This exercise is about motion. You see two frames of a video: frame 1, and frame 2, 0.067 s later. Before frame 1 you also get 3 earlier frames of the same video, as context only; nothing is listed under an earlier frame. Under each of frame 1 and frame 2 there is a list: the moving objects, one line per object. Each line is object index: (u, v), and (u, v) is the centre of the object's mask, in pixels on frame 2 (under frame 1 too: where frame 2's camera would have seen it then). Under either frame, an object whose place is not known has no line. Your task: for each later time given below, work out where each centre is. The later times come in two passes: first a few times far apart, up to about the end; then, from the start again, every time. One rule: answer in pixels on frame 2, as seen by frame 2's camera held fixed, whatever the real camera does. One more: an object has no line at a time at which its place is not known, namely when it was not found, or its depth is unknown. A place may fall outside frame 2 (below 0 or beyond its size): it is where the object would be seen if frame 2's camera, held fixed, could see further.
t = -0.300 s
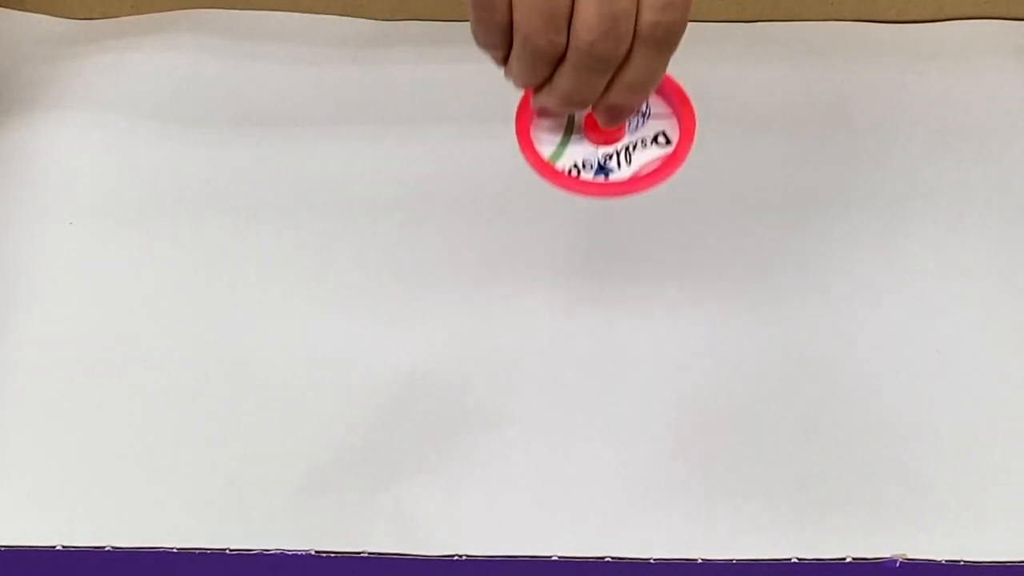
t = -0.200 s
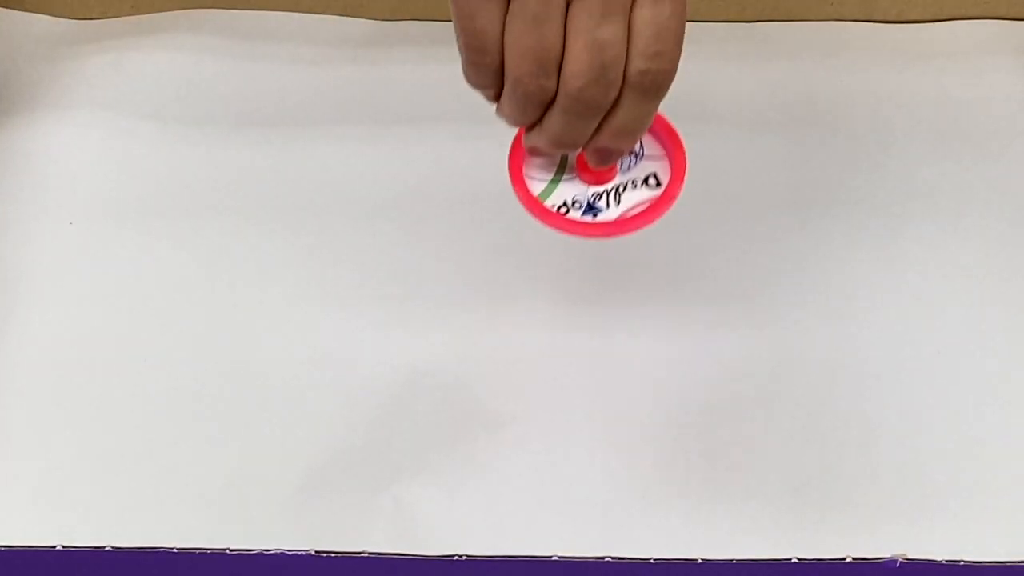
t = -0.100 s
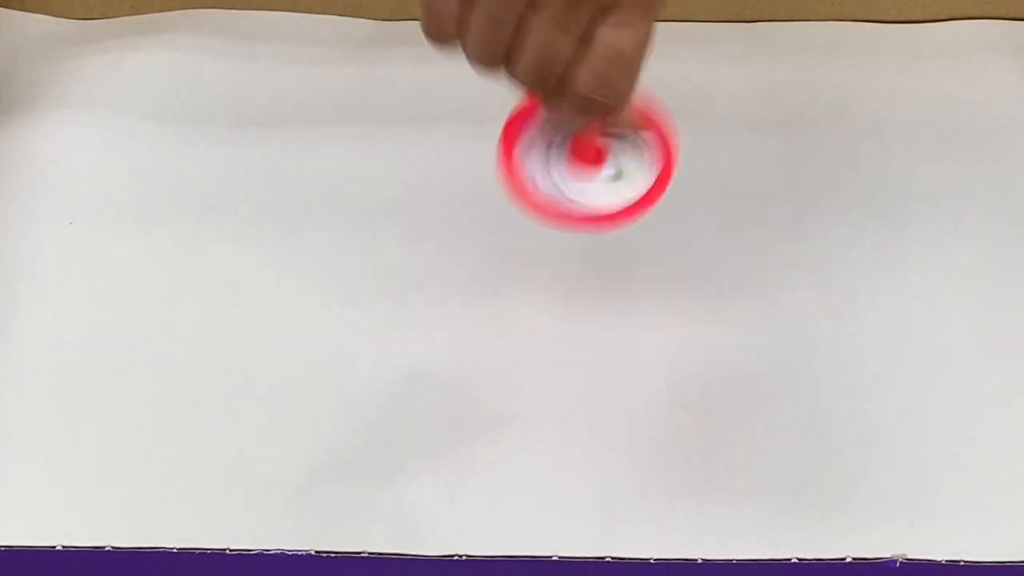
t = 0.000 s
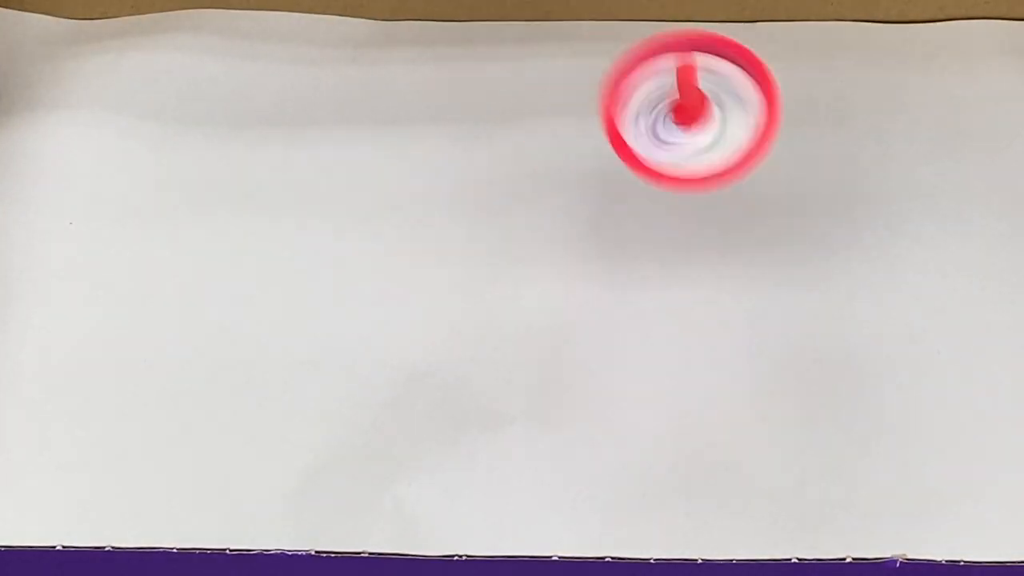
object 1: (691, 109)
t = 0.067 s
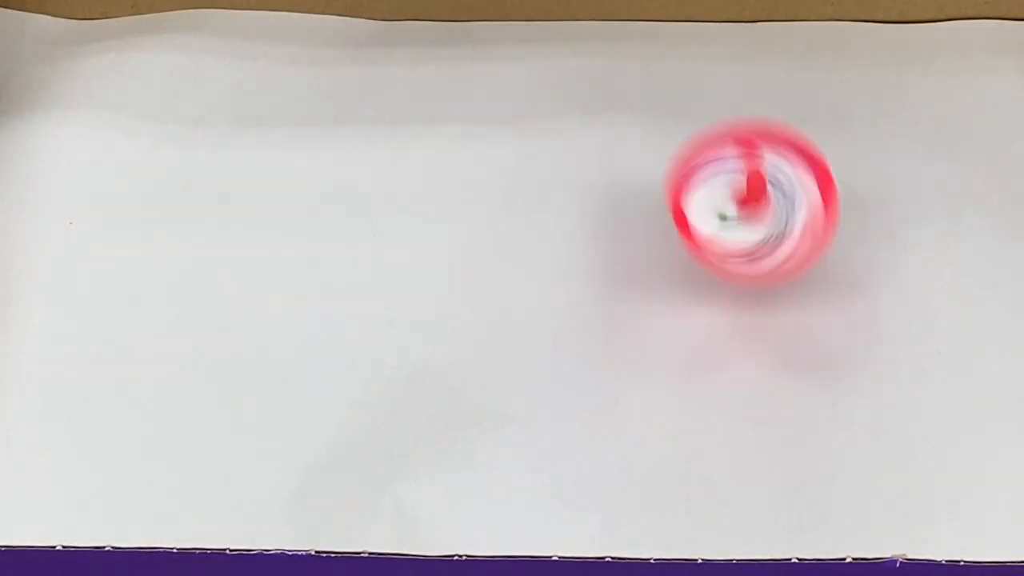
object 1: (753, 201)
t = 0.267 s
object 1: (740, 330)
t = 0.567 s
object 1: (734, 355)
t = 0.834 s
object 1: (731, 353)
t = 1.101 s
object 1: (724, 353)
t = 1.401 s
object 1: (718, 346)
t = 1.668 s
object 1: (727, 351)
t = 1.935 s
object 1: (733, 352)
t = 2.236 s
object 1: (718, 353)
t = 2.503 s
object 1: (716, 345)
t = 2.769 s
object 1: (729, 351)
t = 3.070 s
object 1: (729, 357)
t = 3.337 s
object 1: (710, 354)
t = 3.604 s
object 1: (717, 346)
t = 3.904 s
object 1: (734, 354)
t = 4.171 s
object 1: (717, 360)
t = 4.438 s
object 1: (703, 345)
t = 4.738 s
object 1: (727, 347)
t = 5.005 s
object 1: (724, 360)
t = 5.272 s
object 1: (698, 349)
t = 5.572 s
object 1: (720, 345)
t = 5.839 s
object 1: (728, 358)
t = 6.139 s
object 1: (692, 353)
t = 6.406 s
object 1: (714, 344)
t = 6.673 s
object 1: (731, 359)
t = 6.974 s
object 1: (691, 357)
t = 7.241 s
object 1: (710, 342)
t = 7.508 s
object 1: (728, 358)
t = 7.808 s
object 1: (685, 355)
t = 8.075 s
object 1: (711, 340)
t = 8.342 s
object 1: (723, 363)
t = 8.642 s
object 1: (680, 348)
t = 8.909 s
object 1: (721, 351)
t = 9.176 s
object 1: (707, 371)
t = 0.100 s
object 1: (761, 216)
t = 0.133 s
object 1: (759, 220)
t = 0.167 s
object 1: (759, 246)
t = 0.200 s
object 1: (755, 287)
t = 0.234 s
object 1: (745, 306)
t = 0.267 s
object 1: (740, 330)
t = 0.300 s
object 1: (735, 339)
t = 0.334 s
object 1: (727, 346)
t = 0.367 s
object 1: (729, 346)
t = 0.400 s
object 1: (733, 345)
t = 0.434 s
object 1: (733, 348)
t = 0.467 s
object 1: (733, 351)
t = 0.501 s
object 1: (732, 352)
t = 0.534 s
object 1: (733, 353)
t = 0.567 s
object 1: (734, 355)
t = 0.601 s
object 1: (732, 355)
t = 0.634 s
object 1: (731, 356)
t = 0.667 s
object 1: (732, 356)
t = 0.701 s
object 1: (732, 355)
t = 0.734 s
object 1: (731, 355)
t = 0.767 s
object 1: (732, 356)
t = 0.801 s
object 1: (730, 353)
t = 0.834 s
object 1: (731, 353)
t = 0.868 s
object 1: (733, 353)
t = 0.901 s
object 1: (732, 352)
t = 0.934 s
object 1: (731, 354)
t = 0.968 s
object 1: (731, 353)
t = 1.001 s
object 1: (728, 352)
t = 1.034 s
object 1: (728, 354)
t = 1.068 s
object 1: (728, 352)
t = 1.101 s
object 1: (724, 353)
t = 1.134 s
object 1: (724, 352)
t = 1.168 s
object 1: (723, 350)
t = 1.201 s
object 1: (720, 351)
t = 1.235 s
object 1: (721, 350)
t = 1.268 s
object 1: (719, 348)
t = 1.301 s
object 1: (719, 349)
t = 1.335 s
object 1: (720, 347)
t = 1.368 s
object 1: (717, 346)
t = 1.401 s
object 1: (718, 346)
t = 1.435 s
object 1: (721, 344)
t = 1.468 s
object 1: (722, 345)
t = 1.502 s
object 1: (723, 347)
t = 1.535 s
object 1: (725, 348)
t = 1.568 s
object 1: (726, 348)
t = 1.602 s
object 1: (728, 350)
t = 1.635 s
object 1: (727, 350)
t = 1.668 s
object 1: (727, 351)
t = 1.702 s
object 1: (730, 352)
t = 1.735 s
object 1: (729, 352)
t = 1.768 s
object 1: (731, 352)
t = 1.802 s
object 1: (731, 352)
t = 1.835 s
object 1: (731, 352)
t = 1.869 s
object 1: (733, 353)
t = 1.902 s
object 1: (733, 351)
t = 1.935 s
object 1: (733, 352)
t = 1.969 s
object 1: (734, 353)
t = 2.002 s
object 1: (732, 353)
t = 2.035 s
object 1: (730, 355)
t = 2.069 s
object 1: (729, 354)
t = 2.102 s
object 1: (727, 354)
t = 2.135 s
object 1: (727, 356)
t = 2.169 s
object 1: (723, 354)
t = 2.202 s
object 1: (719, 355)
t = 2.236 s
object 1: (718, 353)
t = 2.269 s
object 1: (715, 352)
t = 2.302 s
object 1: (715, 352)
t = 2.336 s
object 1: (714, 350)
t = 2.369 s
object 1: (712, 349)
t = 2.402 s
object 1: (713, 348)
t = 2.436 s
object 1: (713, 346)
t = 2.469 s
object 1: (713, 347)
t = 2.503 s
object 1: (716, 345)
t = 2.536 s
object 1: (717, 346)
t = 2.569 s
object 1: (720, 347)
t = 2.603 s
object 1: (722, 348)
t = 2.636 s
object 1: (722, 349)
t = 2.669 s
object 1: (725, 350)
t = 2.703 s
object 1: (725, 350)
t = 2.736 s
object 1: (727, 351)
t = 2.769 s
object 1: (729, 351)
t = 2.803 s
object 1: (728, 351)
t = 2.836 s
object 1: (731, 352)
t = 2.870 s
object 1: (732, 352)
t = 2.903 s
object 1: (733, 353)
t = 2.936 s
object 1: (734, 353)
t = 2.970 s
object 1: (733, 353)
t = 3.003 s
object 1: (734, 356)
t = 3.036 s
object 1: (731, 355)
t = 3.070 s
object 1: (729, 357)
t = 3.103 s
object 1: (728, 357)
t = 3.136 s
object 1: (725, 358)
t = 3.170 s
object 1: (723, 360)
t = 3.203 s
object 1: (718, 357)
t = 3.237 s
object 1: (715, 358)
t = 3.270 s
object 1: (713, 355)
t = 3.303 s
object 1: (710, 354)
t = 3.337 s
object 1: (710, 354)
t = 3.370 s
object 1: (707, 351)
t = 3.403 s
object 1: (705, 350)
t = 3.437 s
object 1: (708, 346)
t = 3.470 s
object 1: (708, 346)
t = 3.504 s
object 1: (711, 346)
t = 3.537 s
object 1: (712, 346)
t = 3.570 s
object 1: (714, 347)
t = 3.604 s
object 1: (717, 346)
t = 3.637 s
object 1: (719, 347)
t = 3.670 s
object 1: (722, 348)
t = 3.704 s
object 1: (723, 348)
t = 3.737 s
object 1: (725, 349)
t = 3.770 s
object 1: (728, 350)
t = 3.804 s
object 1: (729, 350)
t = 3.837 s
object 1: (732, 352)
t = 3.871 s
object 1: (733, 351)
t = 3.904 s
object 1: (734, 354)
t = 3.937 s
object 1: (734, 354)
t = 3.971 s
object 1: (733, 355)
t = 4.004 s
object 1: (733, 357)
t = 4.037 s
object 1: (728, 358)
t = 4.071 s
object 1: (727, 360)
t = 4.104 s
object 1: (724, 359)
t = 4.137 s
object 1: (720, 362)
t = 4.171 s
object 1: (717, 360)
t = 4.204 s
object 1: (711, 359)
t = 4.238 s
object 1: (709, 358)
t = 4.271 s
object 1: (705, 355)
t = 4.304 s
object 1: (704, 354)
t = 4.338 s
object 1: (703, 351)
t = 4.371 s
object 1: (701, 350)
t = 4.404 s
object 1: (702, 346)
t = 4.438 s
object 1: (703, 345)
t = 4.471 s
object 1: (706, 343)
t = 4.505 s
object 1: (709, 343)
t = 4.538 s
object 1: (711, 343)
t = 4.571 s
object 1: (716, 343)
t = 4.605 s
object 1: (717, 344)
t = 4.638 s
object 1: (721, 345)
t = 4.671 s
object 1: (722, 345)
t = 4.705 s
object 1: (725, 346)
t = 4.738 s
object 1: (727, 347)
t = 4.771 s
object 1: (730, 348)
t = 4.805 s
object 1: (733, 351)
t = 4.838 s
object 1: (731, 354)
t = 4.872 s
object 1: (733, 354)
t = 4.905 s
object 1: (732, 353)
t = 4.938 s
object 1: (731, 357)
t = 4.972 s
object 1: (728, 358)
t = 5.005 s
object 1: (724, 360)
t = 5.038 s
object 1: (722, 361)
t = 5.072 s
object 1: (716, 361)
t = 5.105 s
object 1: (712, 361)
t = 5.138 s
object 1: (707, 358)
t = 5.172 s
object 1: (703, 358)
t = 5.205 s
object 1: (700, 354)
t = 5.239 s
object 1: (697, 353)
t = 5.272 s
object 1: (698, 349)
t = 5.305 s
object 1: (696, 347)
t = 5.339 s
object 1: (699, 345)
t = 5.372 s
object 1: (699, 344)
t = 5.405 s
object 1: (704, 343)
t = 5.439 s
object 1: (708, 342)
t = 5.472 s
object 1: (710, 343)
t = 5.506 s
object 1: (714, 343)
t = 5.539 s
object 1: (715, 344)
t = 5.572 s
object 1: (720, 345)
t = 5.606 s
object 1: (722, 345)
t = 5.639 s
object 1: (726, 347)
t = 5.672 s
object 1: (728, 347)
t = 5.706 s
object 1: (731, 352)
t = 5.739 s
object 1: (731, 354)
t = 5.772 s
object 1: (731, 355)
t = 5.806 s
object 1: (732, 356)
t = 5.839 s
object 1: (728, 358)
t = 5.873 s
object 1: (726, 361)
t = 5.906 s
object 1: (721, 361)
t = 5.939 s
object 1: (718, 364)
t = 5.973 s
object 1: (712, 363)
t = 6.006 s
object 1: (707, 364)
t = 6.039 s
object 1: (702, 359)
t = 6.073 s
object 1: (698, 360)
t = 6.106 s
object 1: (696, 355)
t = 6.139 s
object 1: (692, 353)
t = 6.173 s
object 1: (693, 348)
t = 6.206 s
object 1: (693, 346)
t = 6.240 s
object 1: (697, 345)
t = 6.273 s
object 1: (698, 344)
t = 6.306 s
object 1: (701, 344)
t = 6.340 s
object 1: (705, 343)
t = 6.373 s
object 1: (708, 343)
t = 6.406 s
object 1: (714, 344)
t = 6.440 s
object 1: (716, 344)
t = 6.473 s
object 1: (720, 346)
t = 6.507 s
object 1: (724, 351)
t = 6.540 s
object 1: (729, 349)
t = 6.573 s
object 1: (730, 350)
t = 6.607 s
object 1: (732, 355)
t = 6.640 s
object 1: (731, 355)
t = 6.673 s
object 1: (731, 359)
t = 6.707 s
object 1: (728, 360)
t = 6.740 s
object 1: (724, 364)
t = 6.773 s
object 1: (720, 365)
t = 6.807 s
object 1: (713, 367)
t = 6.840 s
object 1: (709, 366)
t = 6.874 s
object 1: (701, 366)
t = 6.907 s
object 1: (698, 363)
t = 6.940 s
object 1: (692, 360)
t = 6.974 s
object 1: (691, 357)
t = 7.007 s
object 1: (690, 356)
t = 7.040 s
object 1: (688, 348)
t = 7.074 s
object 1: (690, 345)
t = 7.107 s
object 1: (693, 344)
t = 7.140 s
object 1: (696, 343)
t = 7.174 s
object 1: (700, 342)
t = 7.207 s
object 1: (705, 342)
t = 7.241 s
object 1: (710, 342)
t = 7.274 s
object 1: (715, 343)
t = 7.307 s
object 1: (718, 343)
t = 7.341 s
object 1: (726, 352)
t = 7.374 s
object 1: (727, 351)
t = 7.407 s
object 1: (730, 351)
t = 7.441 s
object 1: (730, 353)
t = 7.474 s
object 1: (731, 357)
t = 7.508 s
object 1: (728, 358)
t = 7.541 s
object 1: (726, 363)
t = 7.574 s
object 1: (720, 364)
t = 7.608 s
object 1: (716, 367)
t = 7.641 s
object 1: (710, 366)
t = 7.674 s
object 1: (703, 368)
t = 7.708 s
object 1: (696, 364)
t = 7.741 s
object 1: (691, 363)
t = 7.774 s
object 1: (688, 357)
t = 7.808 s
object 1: (685, 355)
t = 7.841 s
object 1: (684, 349)
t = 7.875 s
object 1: (684, 346)
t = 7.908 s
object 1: (688, 342)
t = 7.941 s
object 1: (691, 341)
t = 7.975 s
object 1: (698, 340)
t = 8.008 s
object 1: (701, 339)
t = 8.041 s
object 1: (708, 340)
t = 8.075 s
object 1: (711, 340)
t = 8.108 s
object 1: (717, 342)
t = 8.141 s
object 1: (722, 351)
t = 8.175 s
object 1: (726, 352)
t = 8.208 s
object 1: (727, 351)
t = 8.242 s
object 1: (730, 354)
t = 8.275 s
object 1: (729, 355)
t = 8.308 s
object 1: (729, 361)
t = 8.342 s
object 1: (723, 363)
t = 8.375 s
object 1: (718, 368)
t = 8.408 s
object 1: (710, 367)
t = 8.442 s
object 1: (705, 369)
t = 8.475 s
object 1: (697, 366)
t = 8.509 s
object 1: (691, 366)
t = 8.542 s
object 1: (685, 361)
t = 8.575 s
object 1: (682, 357)
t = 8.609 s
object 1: (680, 351)
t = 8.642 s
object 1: (680, 348)
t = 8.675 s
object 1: (683, 344)
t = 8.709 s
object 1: (686, 342)
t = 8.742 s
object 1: (692, 340)
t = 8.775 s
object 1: (698, 340)
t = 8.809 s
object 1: (704, 339)
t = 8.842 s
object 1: (708, 340)
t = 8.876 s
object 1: (718, 351)
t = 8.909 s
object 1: (721, 351)
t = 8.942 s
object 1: (725, 352)
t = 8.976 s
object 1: (727, 352)
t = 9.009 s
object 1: (729, 354)
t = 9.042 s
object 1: (728, 358)
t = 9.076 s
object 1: (727, 362)
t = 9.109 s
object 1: (721, 367)
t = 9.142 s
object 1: (716, 369)
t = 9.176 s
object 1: (707, 371)
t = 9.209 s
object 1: (700, 369)
